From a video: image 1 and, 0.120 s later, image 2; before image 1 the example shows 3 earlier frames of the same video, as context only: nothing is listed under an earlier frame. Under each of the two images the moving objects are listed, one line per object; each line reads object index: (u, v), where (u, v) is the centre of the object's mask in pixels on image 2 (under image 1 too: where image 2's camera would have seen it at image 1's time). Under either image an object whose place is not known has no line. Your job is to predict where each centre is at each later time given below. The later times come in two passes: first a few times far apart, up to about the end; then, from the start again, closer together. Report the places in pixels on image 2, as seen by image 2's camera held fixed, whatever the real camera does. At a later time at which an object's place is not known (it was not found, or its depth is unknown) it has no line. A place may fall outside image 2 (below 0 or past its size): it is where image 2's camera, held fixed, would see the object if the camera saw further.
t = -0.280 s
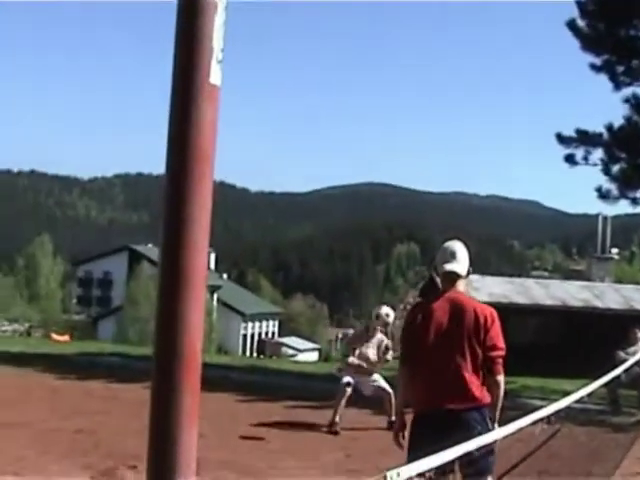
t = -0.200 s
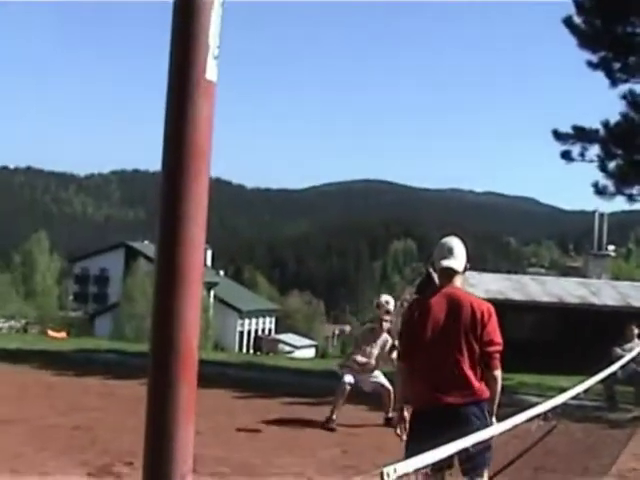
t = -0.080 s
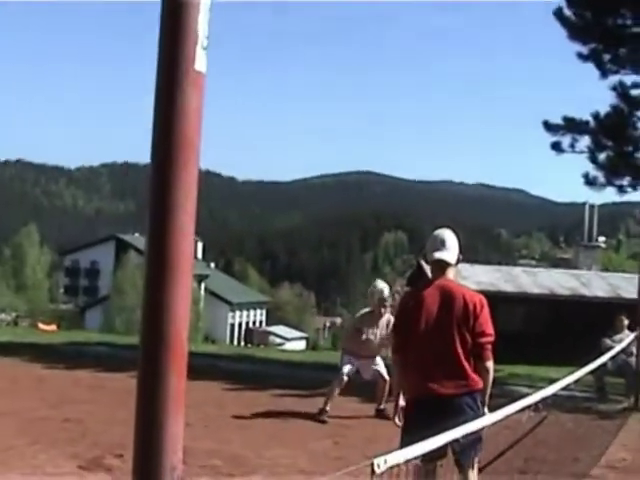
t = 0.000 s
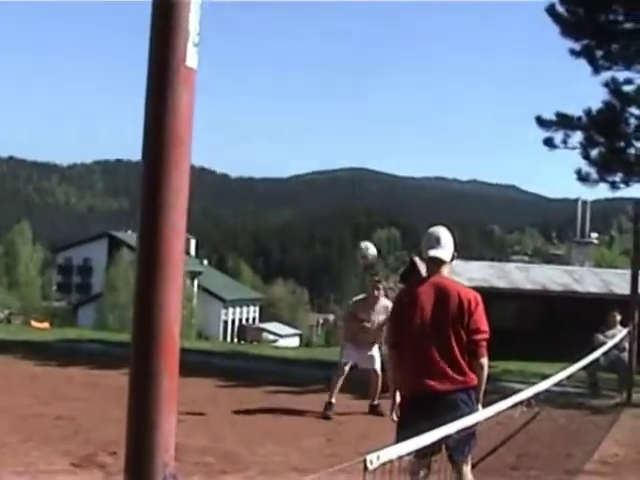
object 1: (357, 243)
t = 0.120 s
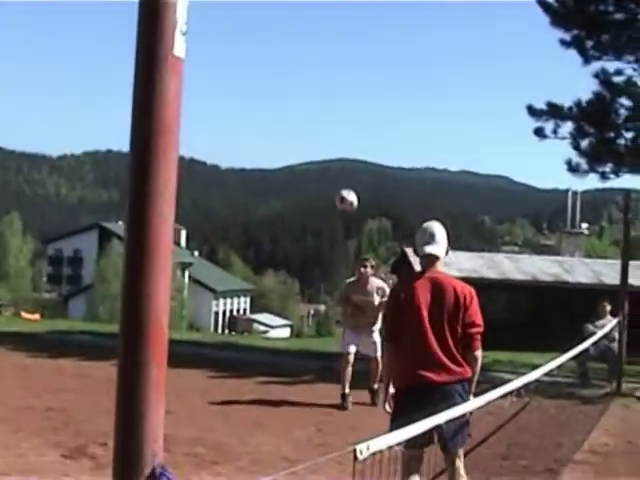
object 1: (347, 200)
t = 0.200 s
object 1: (340, 179)
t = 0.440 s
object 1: (314, 153)
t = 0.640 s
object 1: (291, 175)
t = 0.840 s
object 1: (265, 243)
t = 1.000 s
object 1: (241, 334)
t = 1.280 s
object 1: (212, 366)
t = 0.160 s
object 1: (343, 188)
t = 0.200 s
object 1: (340, 179)
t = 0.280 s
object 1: (333, 163)
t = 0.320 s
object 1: (328, 160)
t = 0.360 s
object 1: (324, 155)
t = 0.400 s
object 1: (318, 153)
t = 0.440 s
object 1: (314, 153)
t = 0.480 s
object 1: (310, 153)
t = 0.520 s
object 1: (306, 156)
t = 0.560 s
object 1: (301, 160)
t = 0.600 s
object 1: (297, 166)
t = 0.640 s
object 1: (291, 175)
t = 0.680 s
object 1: (287, 184)
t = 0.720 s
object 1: (281, 197)
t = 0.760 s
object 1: (276, 210)
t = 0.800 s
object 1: (270, 225)
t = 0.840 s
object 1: (265, 243)
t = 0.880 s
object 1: (259, 261)
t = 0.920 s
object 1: (255, 283)
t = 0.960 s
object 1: (247, 306)
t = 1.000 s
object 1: (241, 334)
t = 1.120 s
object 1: (221, 426)
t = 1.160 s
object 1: (218, 421)
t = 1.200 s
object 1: (216, 401)
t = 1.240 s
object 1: (214, 383)
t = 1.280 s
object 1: (212, 366)
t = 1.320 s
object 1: (210, 352)
